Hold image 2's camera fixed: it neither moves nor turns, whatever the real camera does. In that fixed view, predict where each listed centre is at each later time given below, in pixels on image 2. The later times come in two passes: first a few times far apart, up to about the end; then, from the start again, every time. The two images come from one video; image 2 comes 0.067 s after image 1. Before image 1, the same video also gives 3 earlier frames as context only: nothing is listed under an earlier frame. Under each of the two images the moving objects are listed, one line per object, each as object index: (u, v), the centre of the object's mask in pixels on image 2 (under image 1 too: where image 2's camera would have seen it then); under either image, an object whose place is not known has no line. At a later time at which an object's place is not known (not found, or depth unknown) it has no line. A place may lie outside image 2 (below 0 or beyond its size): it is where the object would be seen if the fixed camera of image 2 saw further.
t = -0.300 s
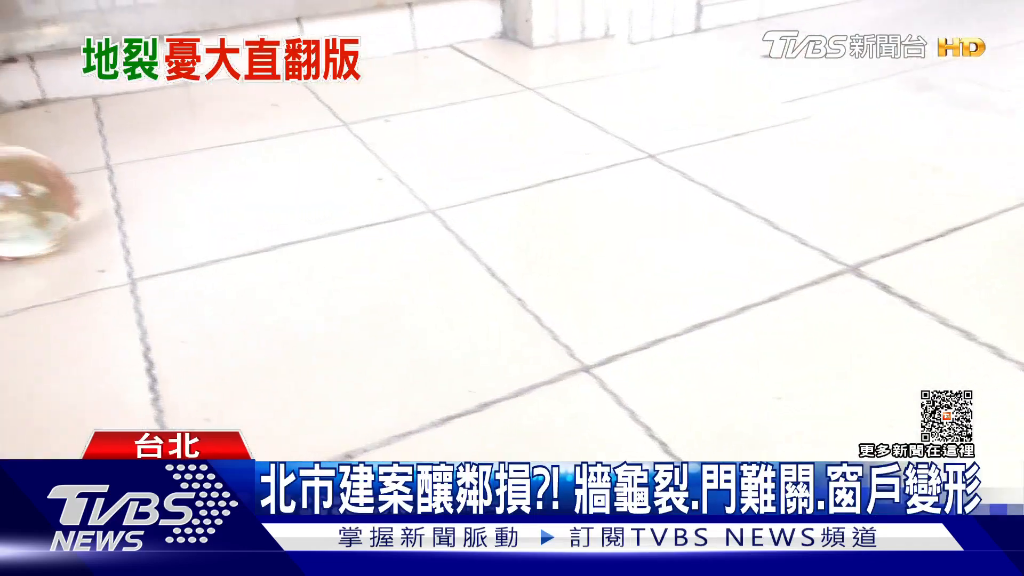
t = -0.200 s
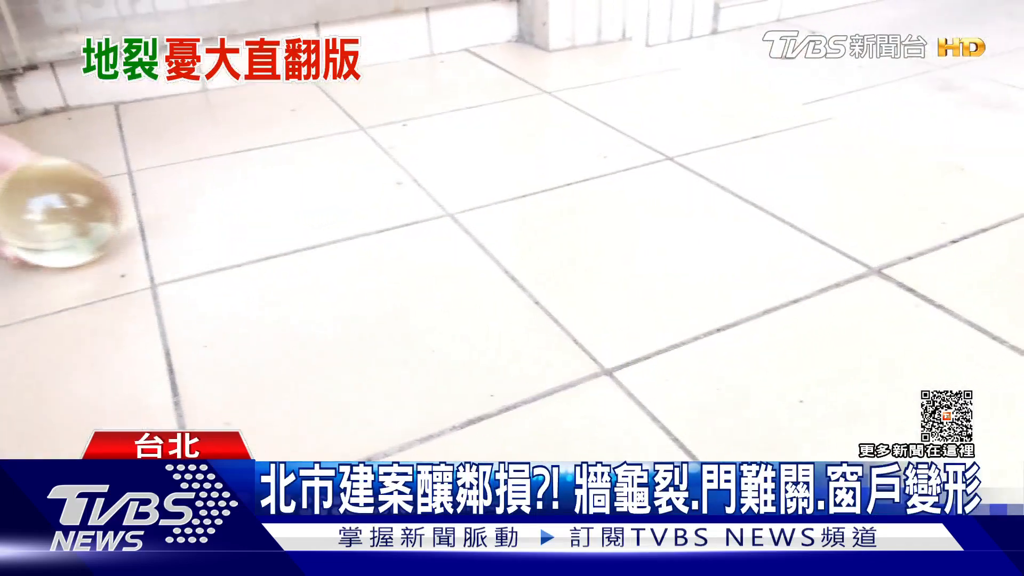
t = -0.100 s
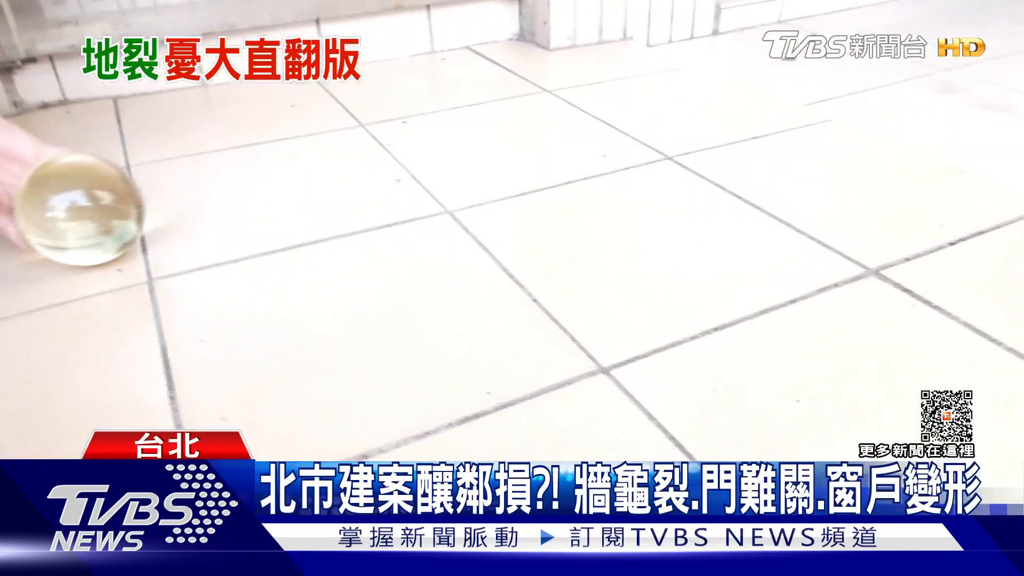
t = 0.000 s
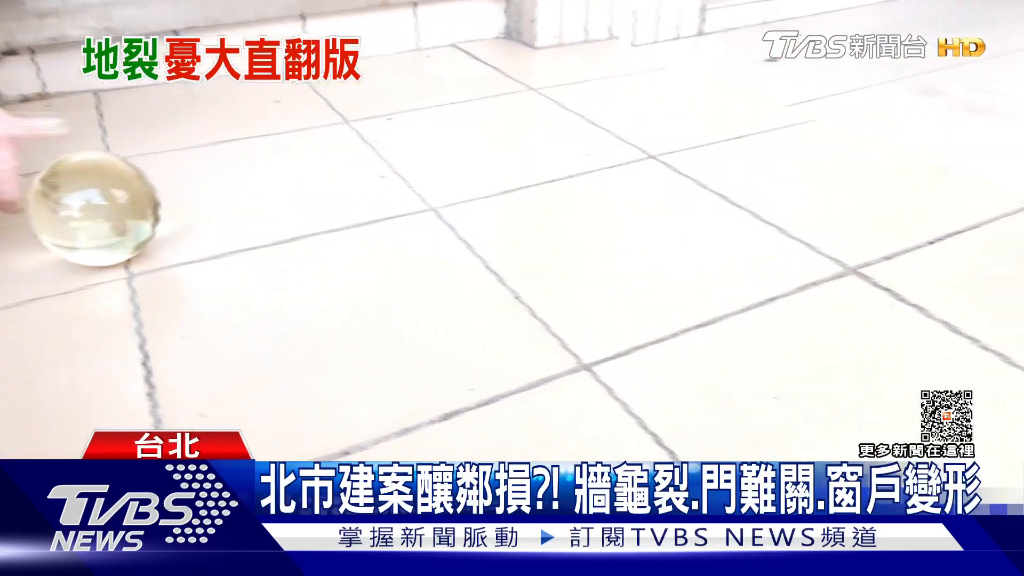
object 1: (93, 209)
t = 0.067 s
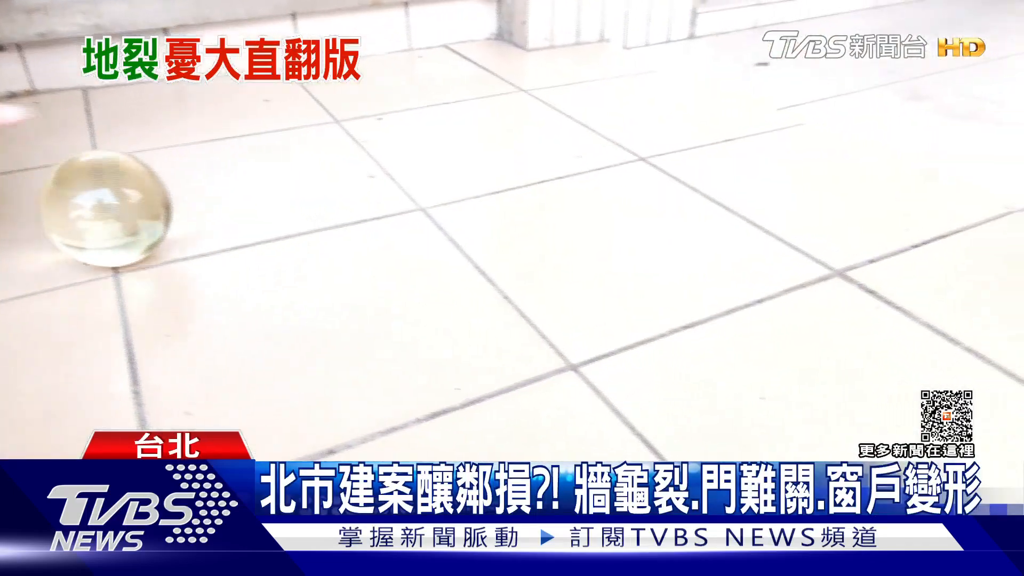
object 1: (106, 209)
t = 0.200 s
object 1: (133, 207)
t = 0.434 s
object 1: (205, 208)
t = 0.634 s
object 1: (261, 229)
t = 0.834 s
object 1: (306, 255)
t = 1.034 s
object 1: (334, 266)
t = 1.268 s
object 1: (396, 246)
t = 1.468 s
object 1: (441, 234)
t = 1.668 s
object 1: (488, 229)
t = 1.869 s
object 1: (522, 230)
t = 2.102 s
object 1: (588, 219)
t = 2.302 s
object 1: (567, 208)
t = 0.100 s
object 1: (112, 209)
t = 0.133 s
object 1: (118, 209)
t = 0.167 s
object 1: (126, 208)
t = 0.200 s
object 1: (133, 207)
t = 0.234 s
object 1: (143, 204)
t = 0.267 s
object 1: (153, 203)
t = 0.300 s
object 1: (164, 203)
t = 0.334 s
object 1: (174, 204)
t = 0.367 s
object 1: (186, 205)
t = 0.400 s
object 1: (196, 206)
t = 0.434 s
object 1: (205, 208)
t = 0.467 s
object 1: (215, 211)
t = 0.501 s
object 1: (224, 213)
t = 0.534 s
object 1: (234, 217)
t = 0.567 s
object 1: (243, 221)
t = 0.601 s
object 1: (253, 225)
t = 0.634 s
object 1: (261, 229)
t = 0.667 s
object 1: (269, 234)
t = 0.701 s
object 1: (278, 238)
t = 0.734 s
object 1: (285, 243)
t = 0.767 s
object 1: (293, 247)
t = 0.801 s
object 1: (299, 251)
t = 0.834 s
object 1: (306, 255)
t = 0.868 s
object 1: (311, 260)
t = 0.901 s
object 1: (315, 264)
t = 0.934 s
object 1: (319, 266)
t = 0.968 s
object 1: (323, 267)
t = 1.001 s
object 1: (328, 267)
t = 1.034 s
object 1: (334, 266)
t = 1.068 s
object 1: (341, 263)
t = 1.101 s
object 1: (350, 258)
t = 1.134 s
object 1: (360, 256)
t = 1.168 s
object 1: (369, 254)
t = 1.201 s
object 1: (379, 252)
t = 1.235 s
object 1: (388, 249)
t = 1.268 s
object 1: (396, 246)
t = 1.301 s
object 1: (403, 245)
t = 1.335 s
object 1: (410, 243)
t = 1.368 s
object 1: (416, 242)
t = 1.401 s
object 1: (423, 239)
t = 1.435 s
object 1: (432, 237)
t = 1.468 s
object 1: (441, 234)
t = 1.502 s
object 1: (449, 231)
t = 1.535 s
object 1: (457, 229)
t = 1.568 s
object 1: (466, 227)
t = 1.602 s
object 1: (474, 227)
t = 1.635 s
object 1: (481, 227)
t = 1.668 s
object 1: (488, 229)
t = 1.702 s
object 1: (494, 231)
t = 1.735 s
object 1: (498, 232)
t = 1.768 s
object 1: (505, 233)
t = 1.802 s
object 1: (509, 232)
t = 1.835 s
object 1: (515, 231)
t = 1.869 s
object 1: (522, 230)
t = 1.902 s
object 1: (531, 229)
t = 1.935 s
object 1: (539, 227)
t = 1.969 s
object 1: (550, 226)
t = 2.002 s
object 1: (560, 223)
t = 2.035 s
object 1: (571, 224)
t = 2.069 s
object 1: (578, 227)
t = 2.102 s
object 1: (588, 219)
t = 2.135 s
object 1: (596, 219)
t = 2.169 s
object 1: (603, 217)
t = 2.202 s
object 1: (611, 217)
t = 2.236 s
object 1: (614, 217)
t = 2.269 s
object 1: (589, 213)
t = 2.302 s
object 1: (567, 208)
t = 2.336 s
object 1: (549, 203)
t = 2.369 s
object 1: (532, 199)
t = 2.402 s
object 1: (516, 195)
